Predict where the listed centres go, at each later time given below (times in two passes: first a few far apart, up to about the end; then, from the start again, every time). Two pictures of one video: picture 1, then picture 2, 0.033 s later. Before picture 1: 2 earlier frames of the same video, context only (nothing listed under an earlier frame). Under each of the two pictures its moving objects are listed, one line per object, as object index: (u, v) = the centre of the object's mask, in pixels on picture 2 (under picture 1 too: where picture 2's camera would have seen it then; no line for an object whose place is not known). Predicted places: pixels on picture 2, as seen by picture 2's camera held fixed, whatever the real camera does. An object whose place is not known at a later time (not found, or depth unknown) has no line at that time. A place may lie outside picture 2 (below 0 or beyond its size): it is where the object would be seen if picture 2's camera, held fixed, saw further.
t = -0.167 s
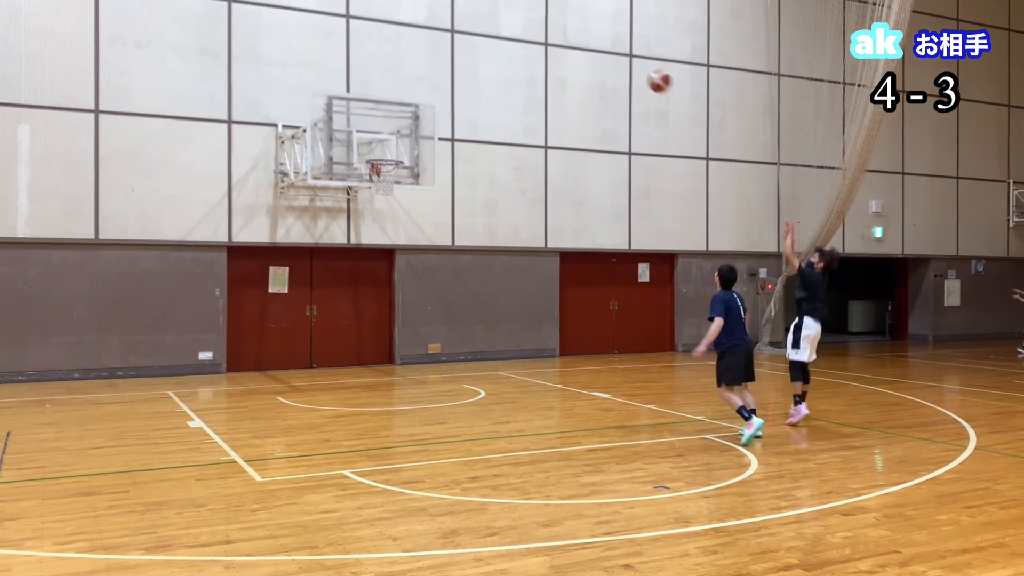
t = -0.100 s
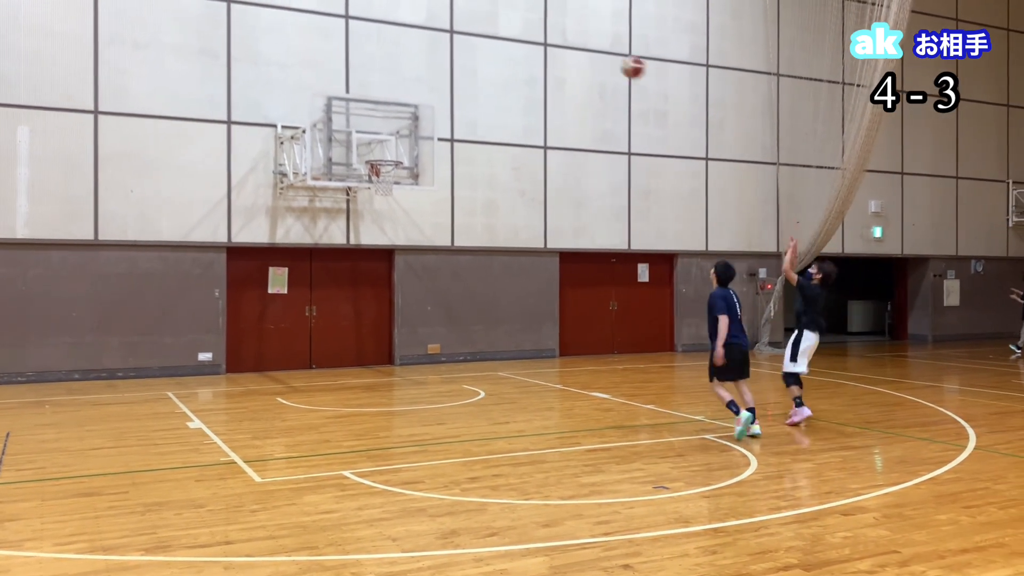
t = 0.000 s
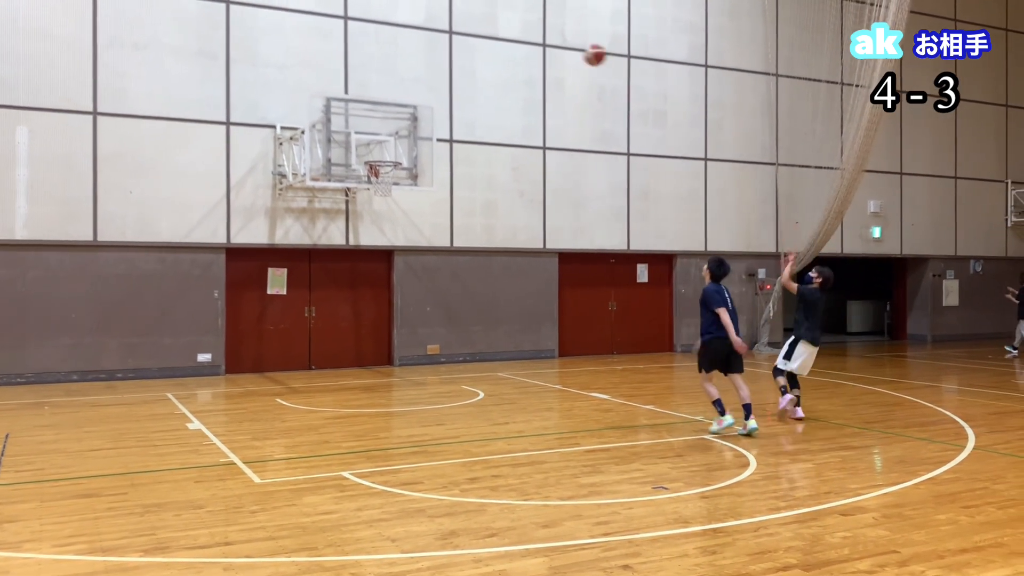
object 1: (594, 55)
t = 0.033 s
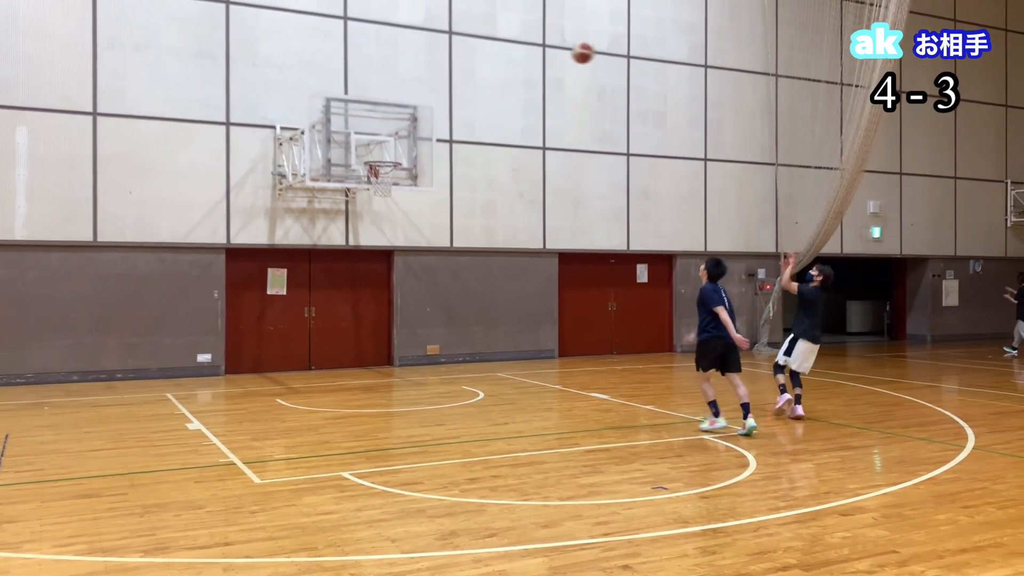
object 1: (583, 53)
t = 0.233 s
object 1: (515, 58)
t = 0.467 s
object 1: (445, 102)
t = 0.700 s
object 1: (389, 149)
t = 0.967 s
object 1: (360, 135)
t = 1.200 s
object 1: (351, 158)
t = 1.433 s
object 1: (343, 226)
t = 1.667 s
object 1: (334, 339)
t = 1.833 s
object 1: (324, 369)
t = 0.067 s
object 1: (571, 52)
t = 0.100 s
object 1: (559, 51)
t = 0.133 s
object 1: (548, 51)
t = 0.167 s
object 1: (537, 53)
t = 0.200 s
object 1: (526, 55)
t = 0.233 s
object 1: (515, 58)
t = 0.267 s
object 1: (505, 62)
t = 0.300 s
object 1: (495, 66)
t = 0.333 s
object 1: (484, 72)
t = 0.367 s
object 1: (474, 78)
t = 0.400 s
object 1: (464, 85)
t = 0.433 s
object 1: (455, 93)
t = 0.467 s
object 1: (445, 102)
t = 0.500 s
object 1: (436, 111)
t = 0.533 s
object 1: (427, 121)
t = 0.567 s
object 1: (418, 132)
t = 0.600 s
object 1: (410, 143)
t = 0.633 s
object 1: (400, 155)
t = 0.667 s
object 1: (394, 153)
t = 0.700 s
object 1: (389, 149)
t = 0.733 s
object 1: (382, 145)
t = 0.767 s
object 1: (377, 142)
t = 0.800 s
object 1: (371, 141)
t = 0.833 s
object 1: (365, 140)
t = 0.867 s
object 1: (363, 138)
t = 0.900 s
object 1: (362, 137)
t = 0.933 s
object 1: (361, 135)
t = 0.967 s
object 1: (360, 135)
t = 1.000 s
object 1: (358, 136)
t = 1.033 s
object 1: (358, 138)
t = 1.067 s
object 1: (356, 139)
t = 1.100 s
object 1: (355, 143)
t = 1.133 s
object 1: (354, 147)
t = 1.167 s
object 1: (352, 152)
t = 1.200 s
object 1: (351, 158)
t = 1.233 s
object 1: (350, 164)
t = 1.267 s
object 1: (349, 172)
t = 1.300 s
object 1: (348, 181)
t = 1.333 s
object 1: (348, 191)
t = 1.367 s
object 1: (346, 200)
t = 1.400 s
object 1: (344, 212)
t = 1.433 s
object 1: (343, 226)
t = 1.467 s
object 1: (341, 239)
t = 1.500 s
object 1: (339, 254)
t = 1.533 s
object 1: (339, 268)
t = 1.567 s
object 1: (339, 284)
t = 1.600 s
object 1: (337, 301)
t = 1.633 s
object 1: (334, 319)
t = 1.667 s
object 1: (334, 339)
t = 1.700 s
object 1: (332, 359)
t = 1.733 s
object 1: (331, 381)
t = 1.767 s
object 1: (329, 402)
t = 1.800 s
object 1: (327, 386)
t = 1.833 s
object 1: (324, 369)
